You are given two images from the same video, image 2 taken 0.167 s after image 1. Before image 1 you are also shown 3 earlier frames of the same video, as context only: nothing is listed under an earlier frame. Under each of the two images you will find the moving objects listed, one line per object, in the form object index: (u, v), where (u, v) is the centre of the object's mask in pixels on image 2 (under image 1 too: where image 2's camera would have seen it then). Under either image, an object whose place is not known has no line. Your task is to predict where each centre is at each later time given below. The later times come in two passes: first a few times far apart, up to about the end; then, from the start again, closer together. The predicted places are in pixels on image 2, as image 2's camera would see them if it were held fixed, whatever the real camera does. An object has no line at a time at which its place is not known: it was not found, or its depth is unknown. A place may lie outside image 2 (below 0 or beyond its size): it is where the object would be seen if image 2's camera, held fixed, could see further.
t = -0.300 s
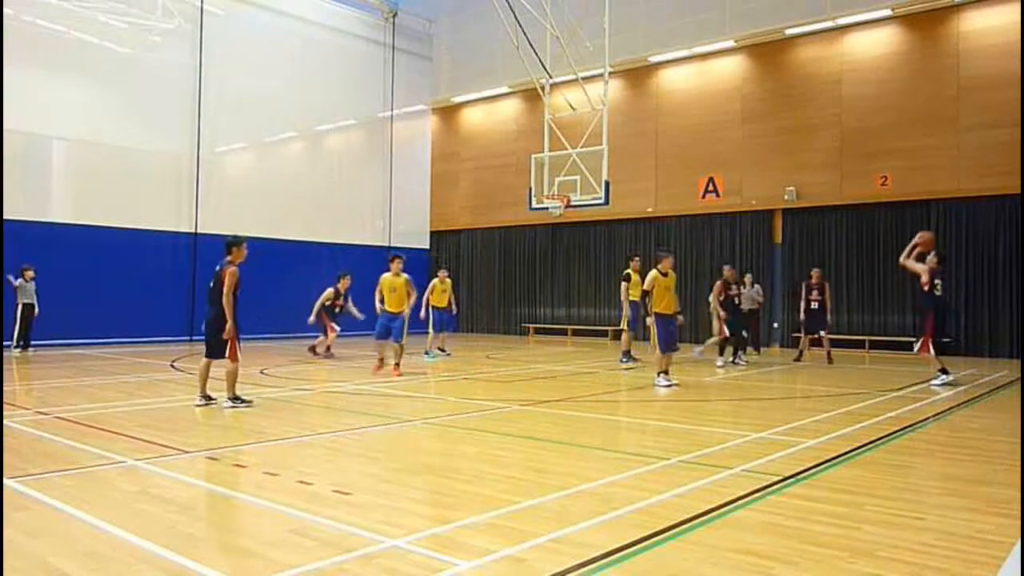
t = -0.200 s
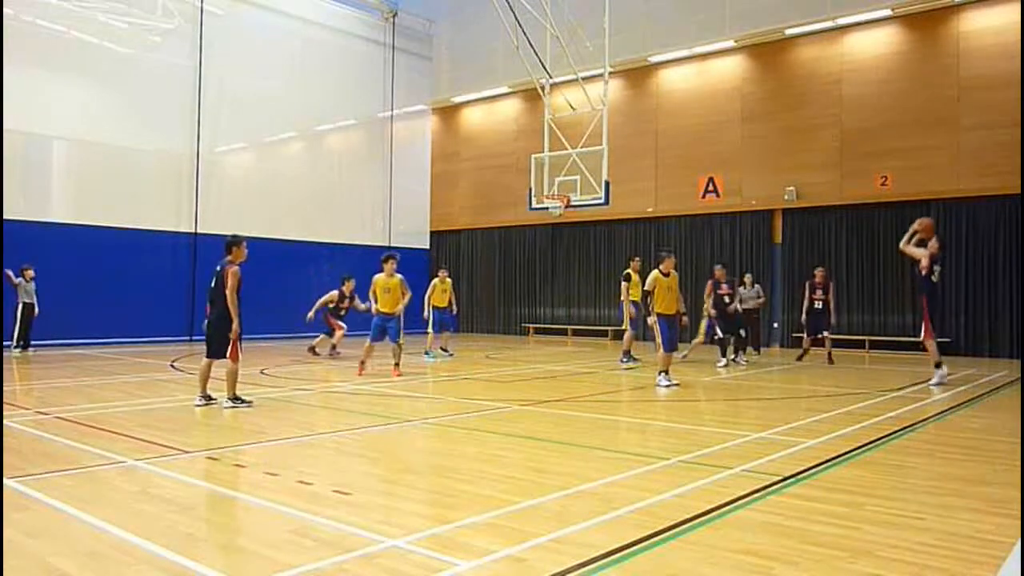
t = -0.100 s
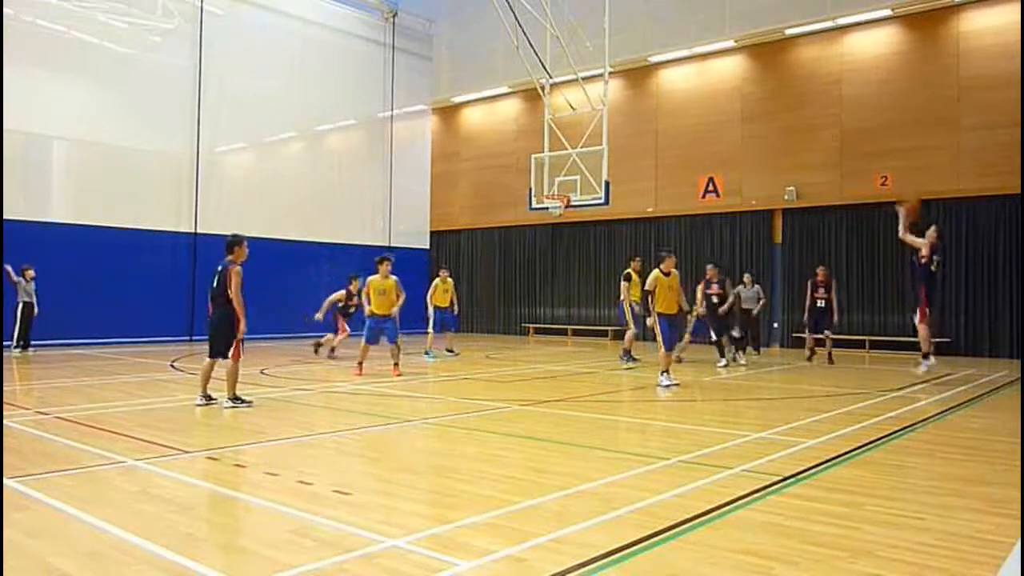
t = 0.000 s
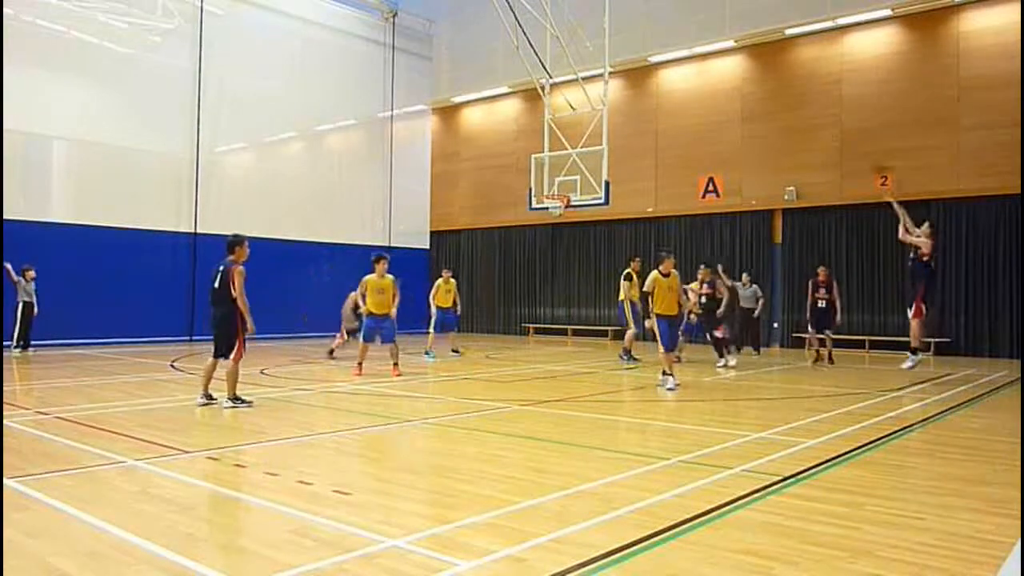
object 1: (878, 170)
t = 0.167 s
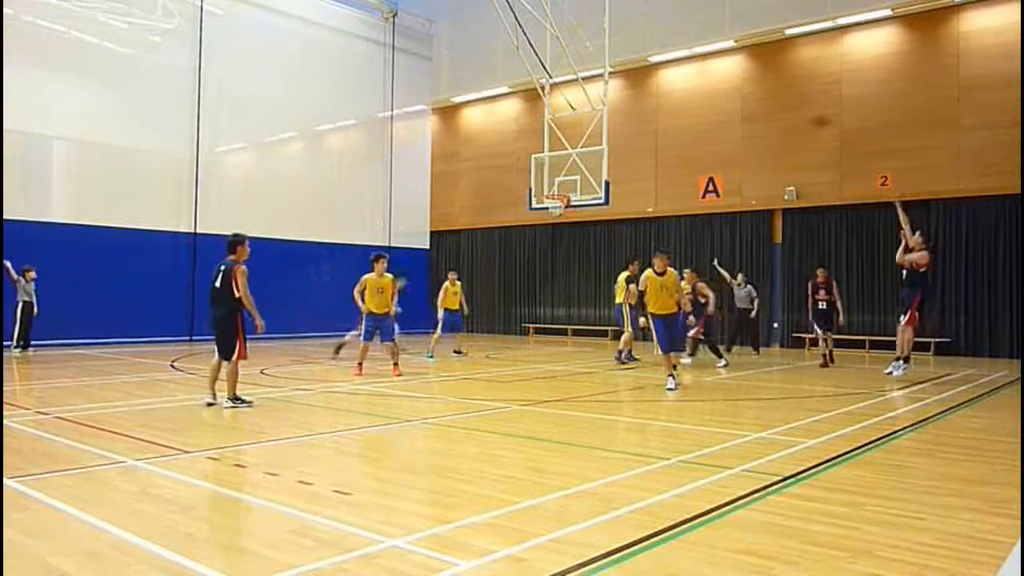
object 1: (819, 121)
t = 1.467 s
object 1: (518, 208)
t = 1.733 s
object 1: (486, 255)
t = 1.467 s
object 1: (518, 208)
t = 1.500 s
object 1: (512, 211)
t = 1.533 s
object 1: (510, 213)
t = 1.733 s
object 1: (486, 255)
